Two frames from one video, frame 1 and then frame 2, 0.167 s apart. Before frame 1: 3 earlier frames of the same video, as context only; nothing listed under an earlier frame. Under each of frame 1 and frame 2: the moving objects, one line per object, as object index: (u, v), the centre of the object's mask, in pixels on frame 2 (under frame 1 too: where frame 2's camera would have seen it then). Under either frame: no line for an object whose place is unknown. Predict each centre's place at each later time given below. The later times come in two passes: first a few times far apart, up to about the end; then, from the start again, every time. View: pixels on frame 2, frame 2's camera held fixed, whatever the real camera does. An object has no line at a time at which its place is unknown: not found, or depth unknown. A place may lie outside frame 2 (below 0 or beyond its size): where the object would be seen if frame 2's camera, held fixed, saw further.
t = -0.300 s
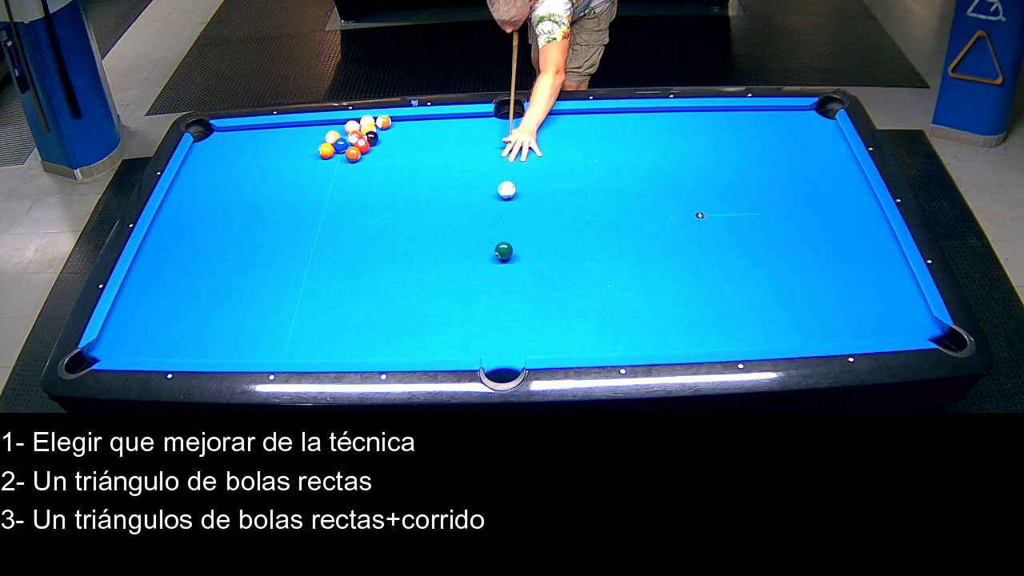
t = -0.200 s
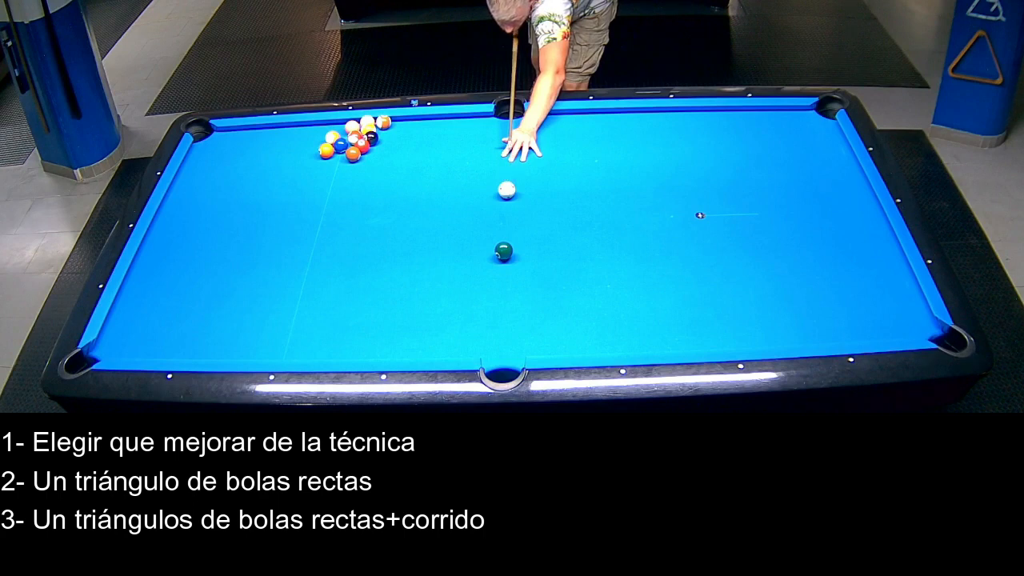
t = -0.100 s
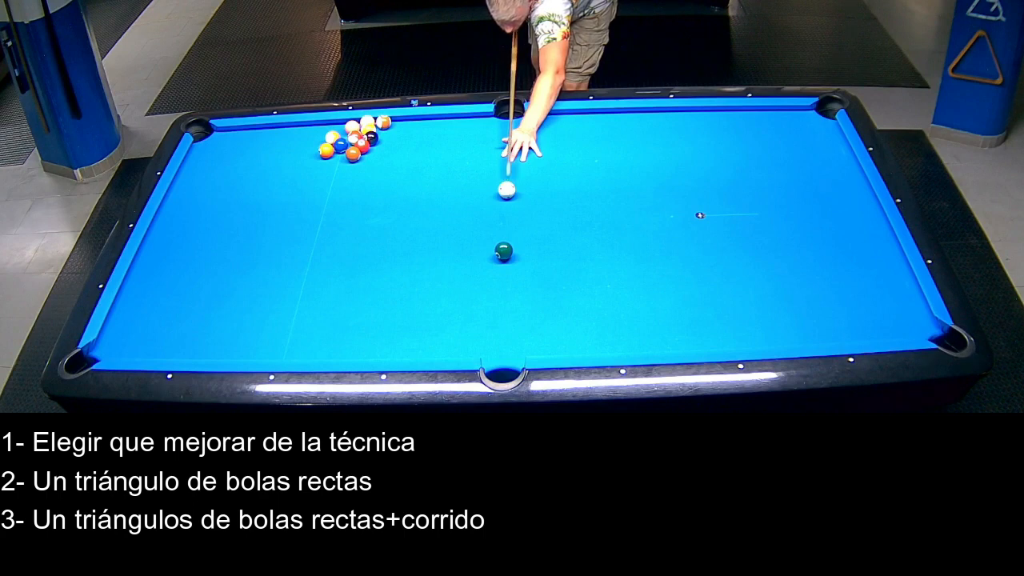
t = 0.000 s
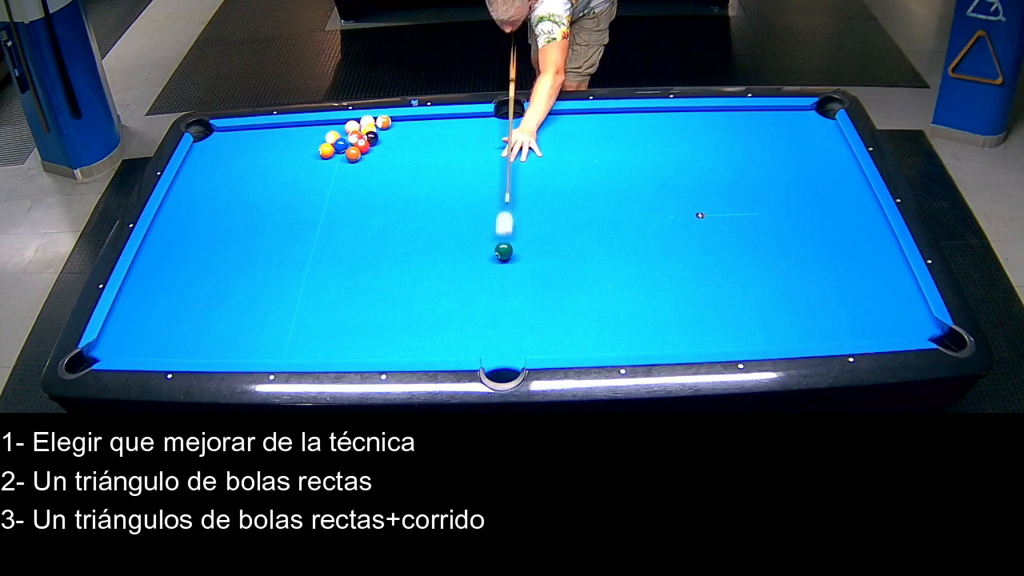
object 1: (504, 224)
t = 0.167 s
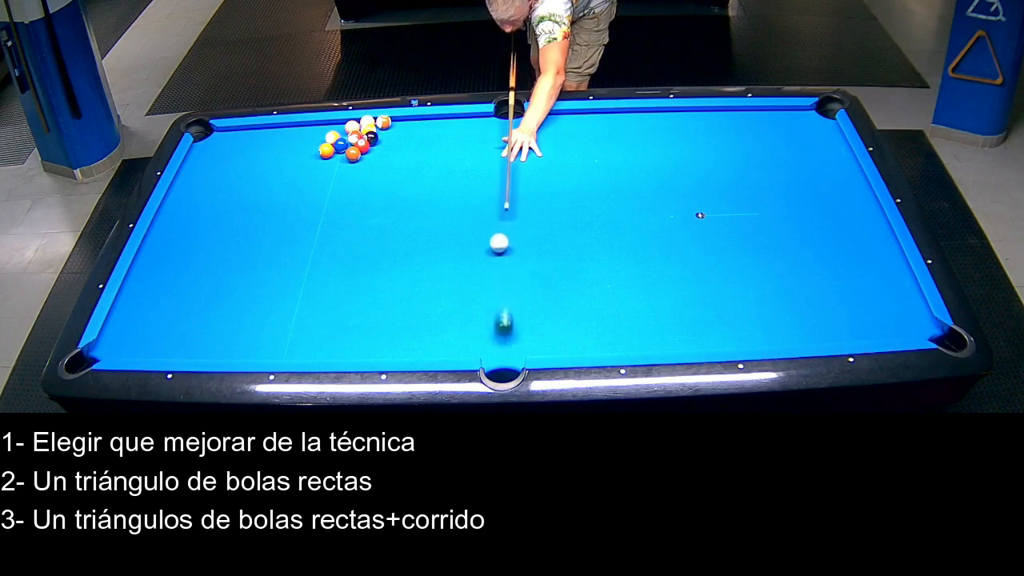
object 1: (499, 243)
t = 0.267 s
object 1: (496, 252)
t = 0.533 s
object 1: (488, 281)
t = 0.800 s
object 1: (479, 311)
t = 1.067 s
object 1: (472, 342)
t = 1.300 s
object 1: (470, 345)
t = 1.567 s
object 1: (472, 331)
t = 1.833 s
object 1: (474, 319)
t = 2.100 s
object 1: (476, 309)
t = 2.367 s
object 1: (477, 301)
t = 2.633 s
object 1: (478, 294)
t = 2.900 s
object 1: (478, 289)
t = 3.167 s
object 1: (479, 285)
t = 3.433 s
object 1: (479, 283)
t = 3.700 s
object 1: (479, 282)
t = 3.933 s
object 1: (479, 282)
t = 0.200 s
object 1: (498, 245)
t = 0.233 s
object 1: (497, 248)
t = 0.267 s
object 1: (496, 252)
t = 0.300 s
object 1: (495, 255)
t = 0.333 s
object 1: (494, 259)
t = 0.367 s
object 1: (493, 263)
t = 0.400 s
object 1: (492, 266)
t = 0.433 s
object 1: (491, 270)
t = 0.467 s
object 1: (490, 274)
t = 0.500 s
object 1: (488, 277)
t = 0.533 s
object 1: (488, 281)
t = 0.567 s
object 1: (487, 285)
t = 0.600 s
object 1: (486, 288)
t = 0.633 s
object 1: (485, 292)
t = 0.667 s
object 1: (483, 296)
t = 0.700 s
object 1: (482, 300)
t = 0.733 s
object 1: (482, 303)
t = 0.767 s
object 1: (481, 307)
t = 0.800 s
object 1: (479, 311)
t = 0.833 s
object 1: (478, 315)
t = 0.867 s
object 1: (477, 319)
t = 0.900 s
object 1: (476, 322)
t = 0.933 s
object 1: (475, 326)
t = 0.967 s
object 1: (474, 330)
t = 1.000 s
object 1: (473, 334)
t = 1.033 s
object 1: (472, 338)
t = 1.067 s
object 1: (472, 342)
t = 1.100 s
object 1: (471, 345)
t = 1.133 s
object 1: (469, 347)
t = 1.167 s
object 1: (468, 349)
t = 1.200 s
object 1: (469, 348)
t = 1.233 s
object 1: (469, 347)
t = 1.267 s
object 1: (469, 346)
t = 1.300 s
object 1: (470, 345)
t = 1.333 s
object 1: (470, 343)
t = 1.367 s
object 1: (470, 341)
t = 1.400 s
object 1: (471, 339)
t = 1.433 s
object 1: (471, 338)
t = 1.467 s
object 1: (471, 336)
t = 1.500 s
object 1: (471, 334)
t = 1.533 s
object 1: (472, 332)
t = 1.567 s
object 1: (472, 331)
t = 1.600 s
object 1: (472, 329)
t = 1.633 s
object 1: (472, 328)
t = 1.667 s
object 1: (472, 326)
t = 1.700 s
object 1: (473, 325)
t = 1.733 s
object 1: (473, 323)
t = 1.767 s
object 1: (473, 322)
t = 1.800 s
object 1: (473, 320)
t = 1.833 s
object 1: (474, 319)
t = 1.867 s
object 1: (474, 318)
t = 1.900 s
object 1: (474, 316)
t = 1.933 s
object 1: (475, 315)
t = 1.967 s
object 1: (475, 314)
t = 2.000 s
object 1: (475, 312)
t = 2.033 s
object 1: (475, 311)
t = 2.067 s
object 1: (475, 310)
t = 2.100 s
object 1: (476, 309)
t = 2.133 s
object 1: (476, 308)
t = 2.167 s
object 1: (476, 307)
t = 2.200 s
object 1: (476, 306)
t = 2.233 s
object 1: (476, 305)
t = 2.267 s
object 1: (476, 304)
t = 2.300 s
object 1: (477, 303)
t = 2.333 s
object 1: (477, 302)
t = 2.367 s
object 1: (477, 301)
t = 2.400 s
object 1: (477, 300)
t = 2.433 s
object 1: (477, 299)
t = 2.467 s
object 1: (477, 298)
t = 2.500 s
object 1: (478, 297)
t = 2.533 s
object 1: (478, 296)
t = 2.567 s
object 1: (478, 295)
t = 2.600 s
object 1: (478, 295)
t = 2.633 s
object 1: (478, 294)
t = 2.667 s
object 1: (478, 293)
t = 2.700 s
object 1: (478, 293)
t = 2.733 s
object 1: (478, 292)
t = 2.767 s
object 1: (478, 291)
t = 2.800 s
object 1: (478, 291)
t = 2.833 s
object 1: (478, 290)
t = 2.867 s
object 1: (478, 289)
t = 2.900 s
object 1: (478, 289)
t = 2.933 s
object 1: (478, 288)
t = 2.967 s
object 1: (479, 288)
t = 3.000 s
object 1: (479, 287)
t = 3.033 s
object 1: (478, 287)
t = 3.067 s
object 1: (479, 286)
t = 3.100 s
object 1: (479, 286)
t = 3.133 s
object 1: (479, 285)
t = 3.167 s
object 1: (479, 285)
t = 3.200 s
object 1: (479, 285)
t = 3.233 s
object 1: (478, 284)
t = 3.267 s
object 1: (478, 284)
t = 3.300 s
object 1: (478, 284)
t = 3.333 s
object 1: (478, 283)
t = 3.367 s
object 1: (479, 283)
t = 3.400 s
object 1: (479, 283)
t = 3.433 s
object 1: (479, 283)
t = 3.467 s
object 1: (478, 283)
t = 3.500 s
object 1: (478, 283)
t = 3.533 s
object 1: (478, 282)
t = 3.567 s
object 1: (478, 282)
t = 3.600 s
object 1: (479, 282)
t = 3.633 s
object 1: (479, 282)
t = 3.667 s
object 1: (479, 282)
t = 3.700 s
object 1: (479, 282)
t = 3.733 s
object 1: (479, 282)
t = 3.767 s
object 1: (479, 282)
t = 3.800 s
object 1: (479, 282)
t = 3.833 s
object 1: (479, 282)
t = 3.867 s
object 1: (479, 282)
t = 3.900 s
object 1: (479, 282)
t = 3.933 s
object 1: (479, 282)
